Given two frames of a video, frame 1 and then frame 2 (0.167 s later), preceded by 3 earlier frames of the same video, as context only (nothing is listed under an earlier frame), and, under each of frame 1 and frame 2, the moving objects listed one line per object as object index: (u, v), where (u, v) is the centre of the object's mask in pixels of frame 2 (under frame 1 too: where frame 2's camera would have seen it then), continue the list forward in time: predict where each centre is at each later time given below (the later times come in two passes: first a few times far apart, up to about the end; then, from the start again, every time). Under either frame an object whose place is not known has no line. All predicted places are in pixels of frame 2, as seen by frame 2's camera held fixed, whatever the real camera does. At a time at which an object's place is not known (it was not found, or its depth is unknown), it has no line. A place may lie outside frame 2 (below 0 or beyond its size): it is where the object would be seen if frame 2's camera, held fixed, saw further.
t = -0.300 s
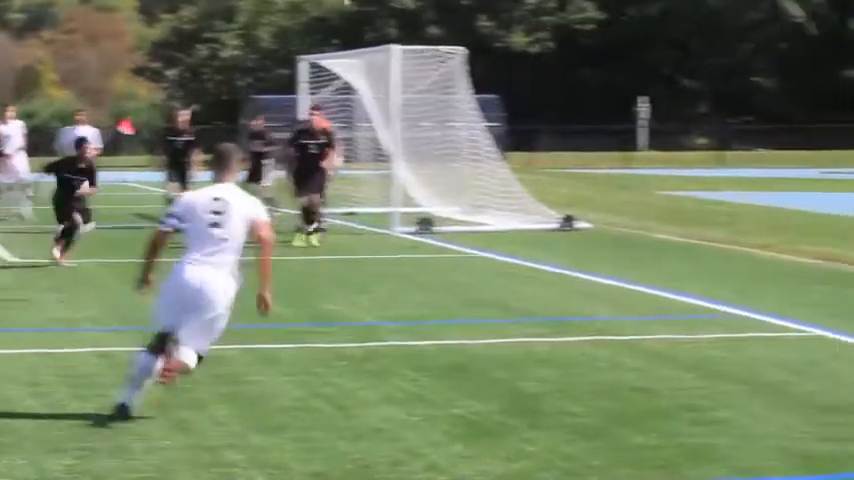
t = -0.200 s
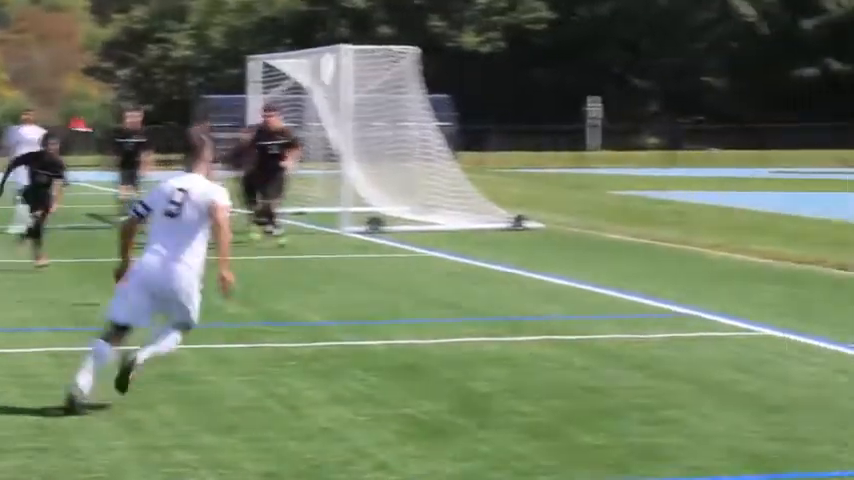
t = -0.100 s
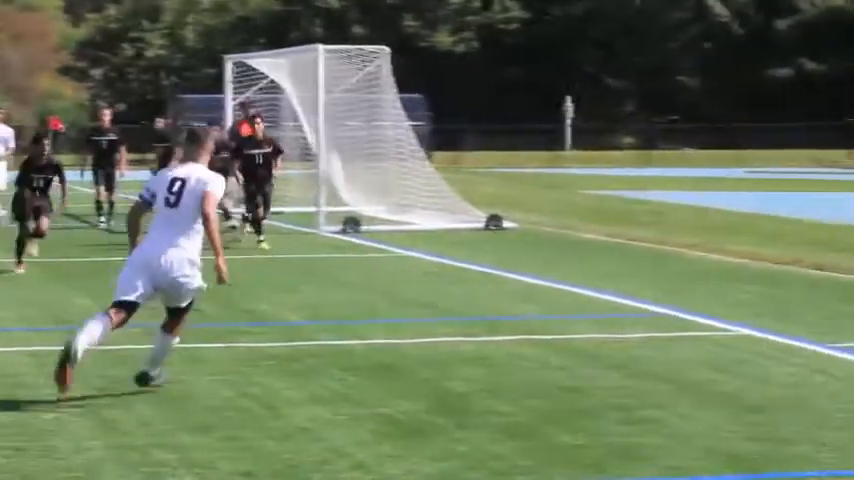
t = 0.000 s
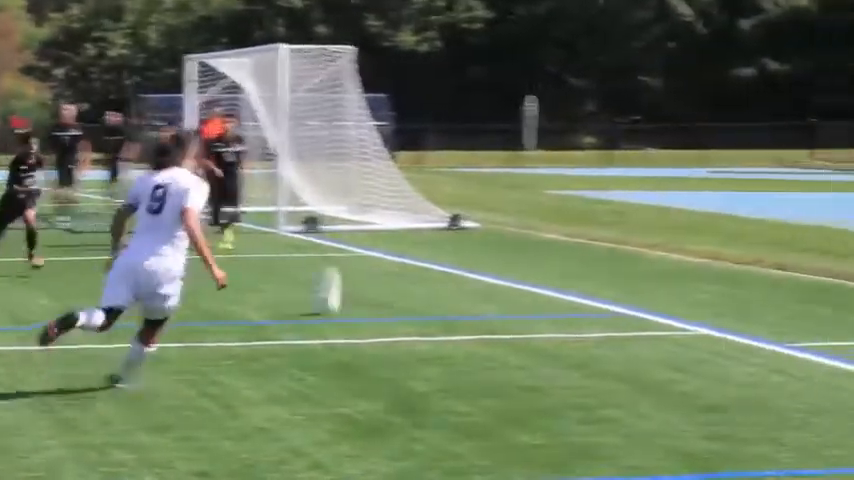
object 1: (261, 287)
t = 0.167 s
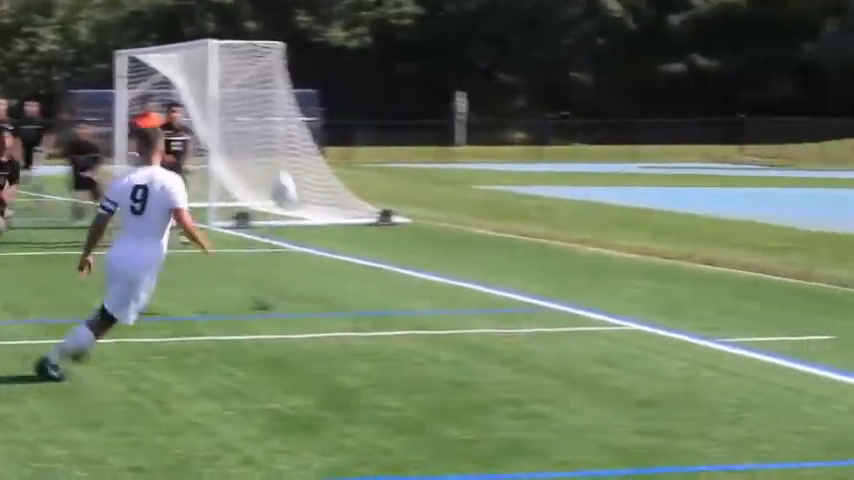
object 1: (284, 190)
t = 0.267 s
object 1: (298, 128)
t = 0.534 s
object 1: (328, 31)
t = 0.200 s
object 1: (287, 167)
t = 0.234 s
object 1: (292, 149)
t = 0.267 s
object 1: (298, 128)
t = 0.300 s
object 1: (304, 112)
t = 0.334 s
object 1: (304, 96)
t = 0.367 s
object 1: (307, 84)
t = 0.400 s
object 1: (311, 71)
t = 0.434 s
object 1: (315, 59)
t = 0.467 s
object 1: (320, 49)
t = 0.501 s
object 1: (324, 40)
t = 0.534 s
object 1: (328, 31)
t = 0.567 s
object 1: (333, 26)
